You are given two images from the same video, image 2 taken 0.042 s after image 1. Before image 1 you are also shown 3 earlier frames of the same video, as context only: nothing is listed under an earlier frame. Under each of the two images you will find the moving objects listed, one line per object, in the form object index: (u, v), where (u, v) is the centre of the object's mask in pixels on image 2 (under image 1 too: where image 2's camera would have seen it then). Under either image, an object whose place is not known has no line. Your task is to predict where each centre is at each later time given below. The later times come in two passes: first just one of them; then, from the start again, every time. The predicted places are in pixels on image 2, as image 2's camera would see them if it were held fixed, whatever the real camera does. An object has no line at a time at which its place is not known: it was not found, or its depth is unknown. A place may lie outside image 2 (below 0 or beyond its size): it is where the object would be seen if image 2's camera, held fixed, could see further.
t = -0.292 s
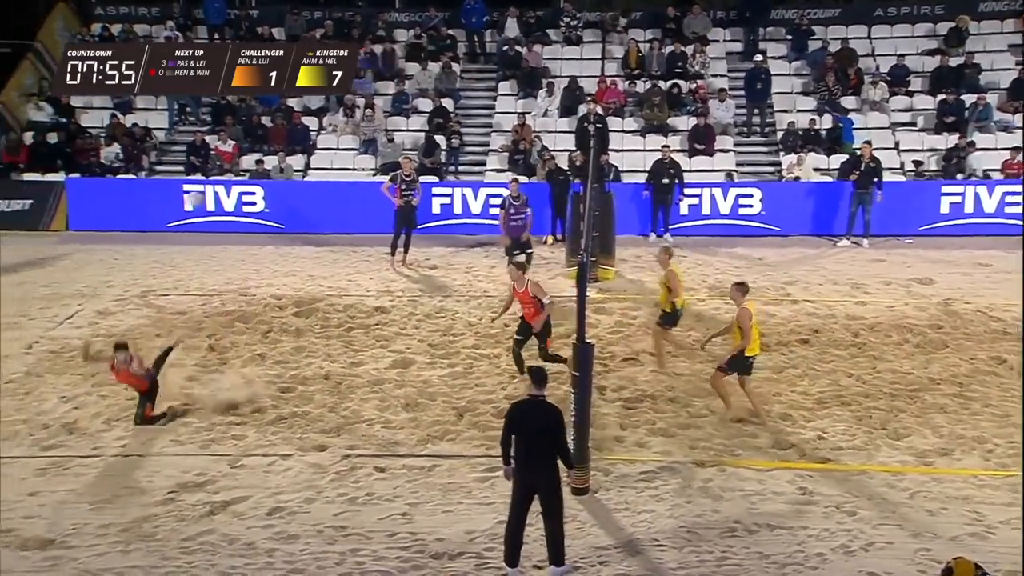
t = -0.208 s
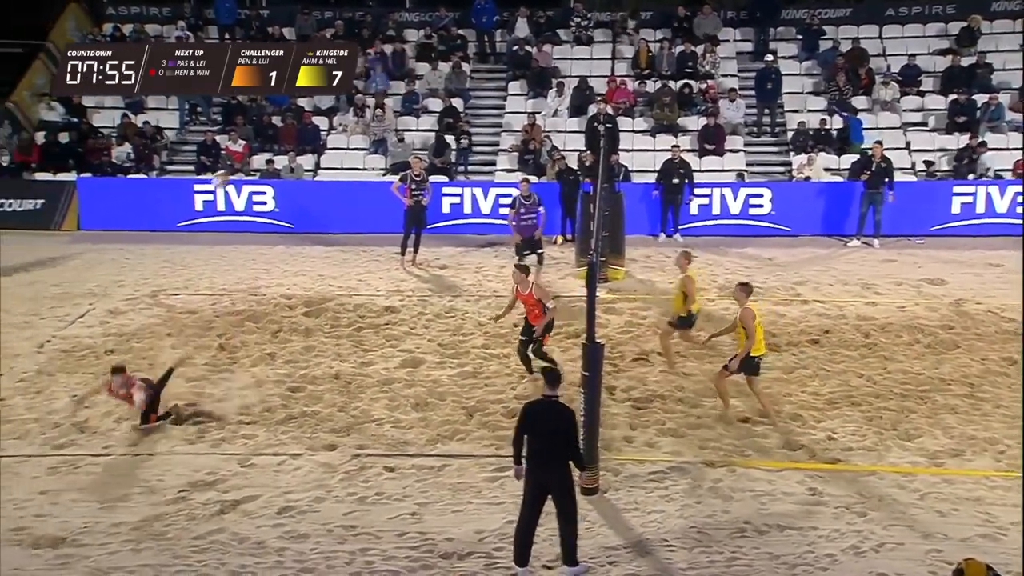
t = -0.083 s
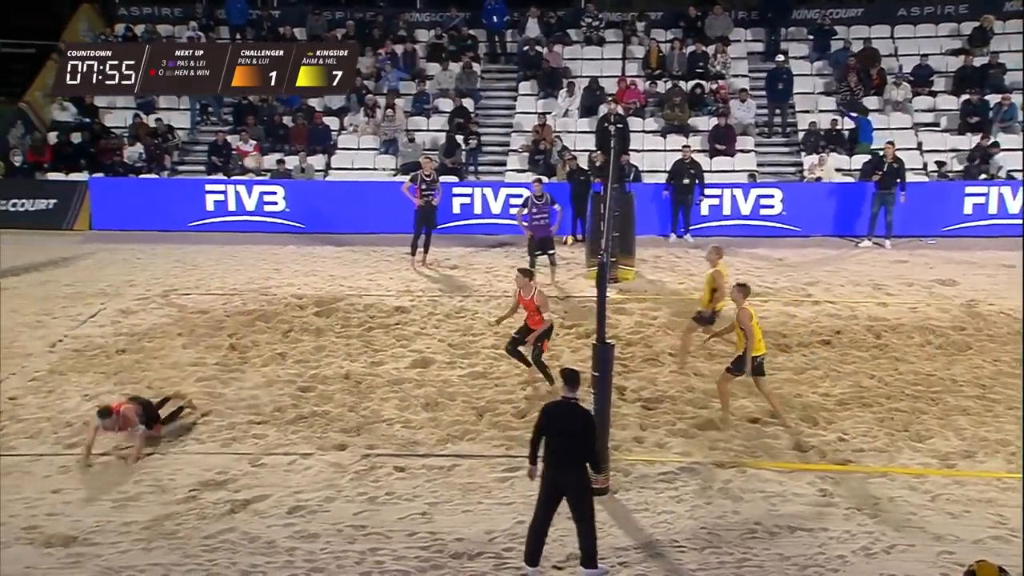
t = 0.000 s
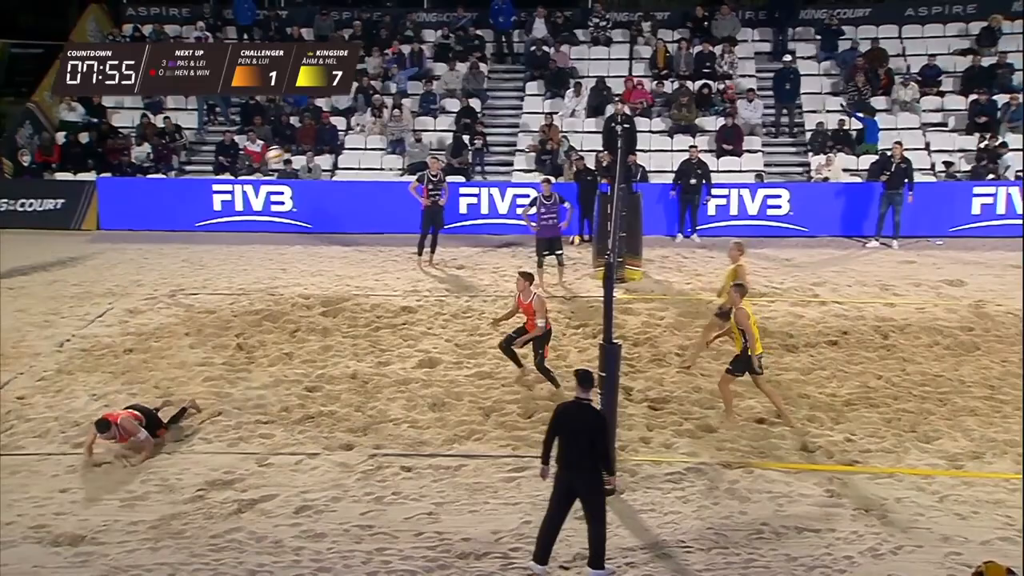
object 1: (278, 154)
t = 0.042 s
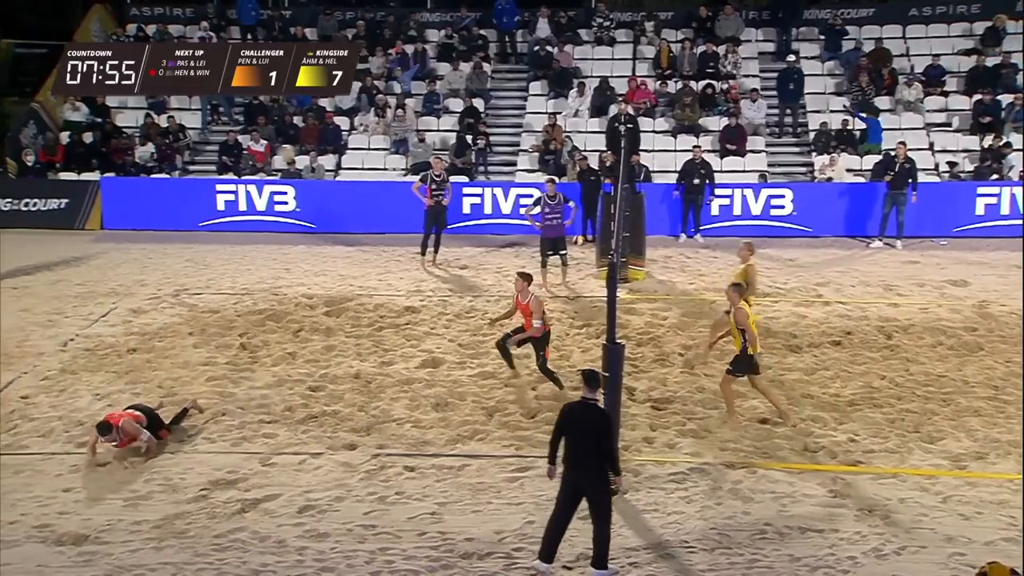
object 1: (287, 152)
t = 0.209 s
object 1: (318, 160)
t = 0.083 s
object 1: (294, 152)
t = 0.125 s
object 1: (301, 156)
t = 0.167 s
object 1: (306, 158)
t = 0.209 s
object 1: (318, 160)
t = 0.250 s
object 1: (324, 164)
